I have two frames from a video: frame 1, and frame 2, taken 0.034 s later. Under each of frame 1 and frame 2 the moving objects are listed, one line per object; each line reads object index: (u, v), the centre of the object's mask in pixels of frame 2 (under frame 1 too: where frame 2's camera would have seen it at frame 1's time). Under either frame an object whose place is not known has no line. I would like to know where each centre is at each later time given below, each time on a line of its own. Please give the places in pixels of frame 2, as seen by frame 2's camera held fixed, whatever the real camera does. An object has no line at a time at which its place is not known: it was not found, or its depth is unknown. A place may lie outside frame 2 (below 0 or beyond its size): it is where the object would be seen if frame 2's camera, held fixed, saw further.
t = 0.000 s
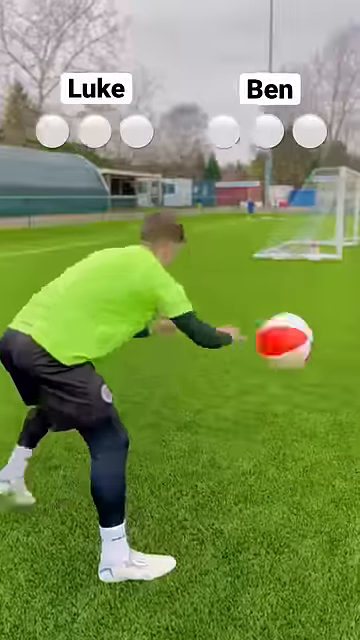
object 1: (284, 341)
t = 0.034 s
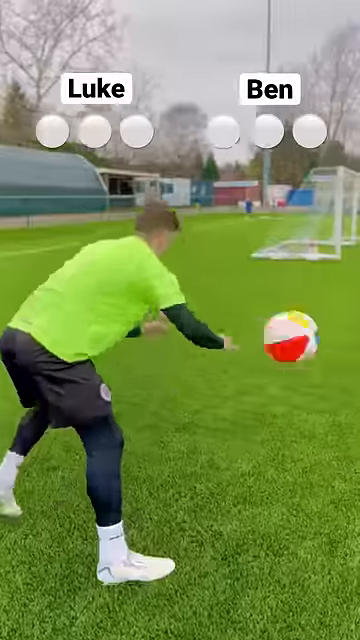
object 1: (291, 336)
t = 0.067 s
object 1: (297, 334)
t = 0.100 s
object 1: (301, 333)
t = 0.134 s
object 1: (308, 332)
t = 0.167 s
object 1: (312, 330)
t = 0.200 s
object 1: (316, 331)
